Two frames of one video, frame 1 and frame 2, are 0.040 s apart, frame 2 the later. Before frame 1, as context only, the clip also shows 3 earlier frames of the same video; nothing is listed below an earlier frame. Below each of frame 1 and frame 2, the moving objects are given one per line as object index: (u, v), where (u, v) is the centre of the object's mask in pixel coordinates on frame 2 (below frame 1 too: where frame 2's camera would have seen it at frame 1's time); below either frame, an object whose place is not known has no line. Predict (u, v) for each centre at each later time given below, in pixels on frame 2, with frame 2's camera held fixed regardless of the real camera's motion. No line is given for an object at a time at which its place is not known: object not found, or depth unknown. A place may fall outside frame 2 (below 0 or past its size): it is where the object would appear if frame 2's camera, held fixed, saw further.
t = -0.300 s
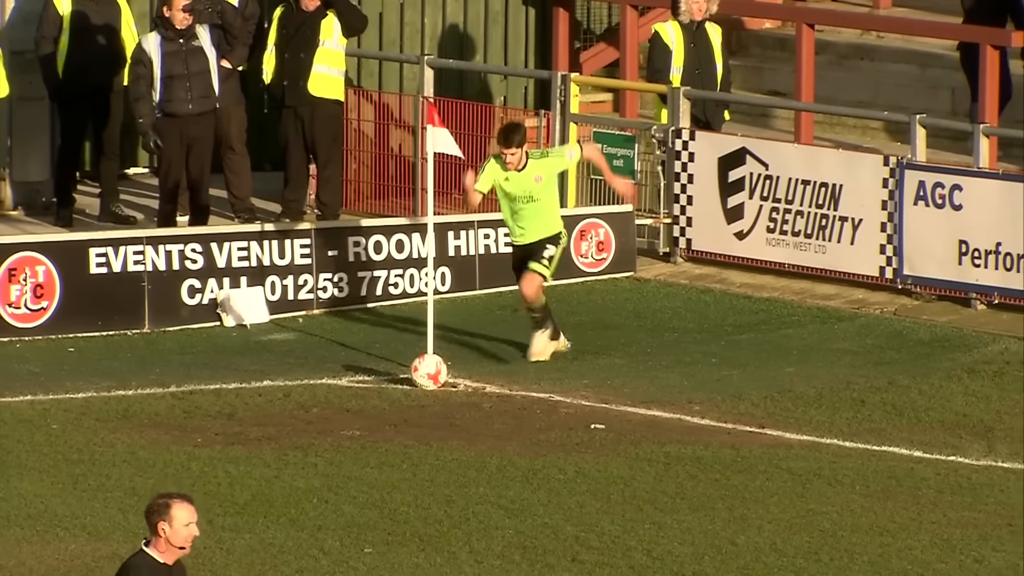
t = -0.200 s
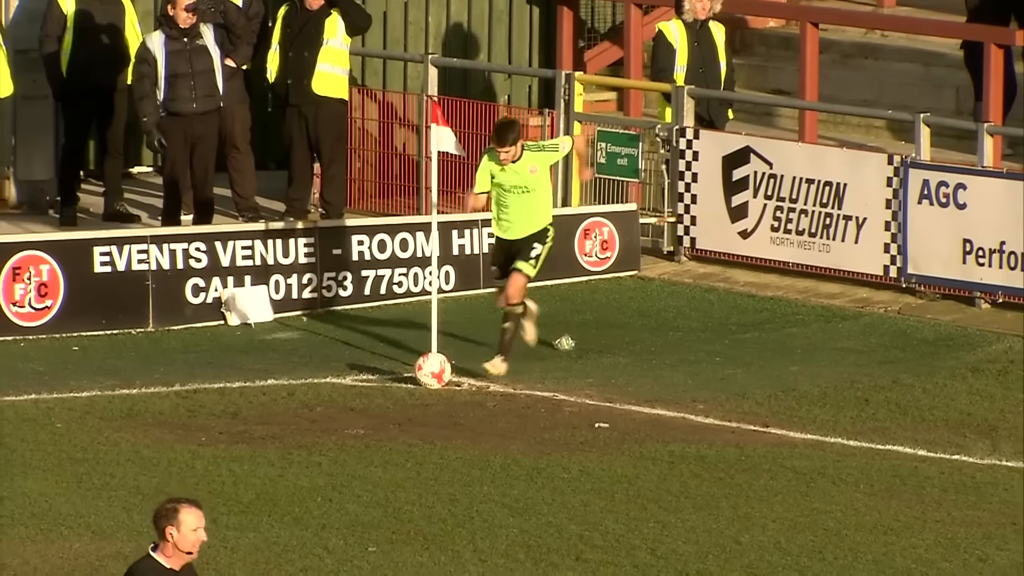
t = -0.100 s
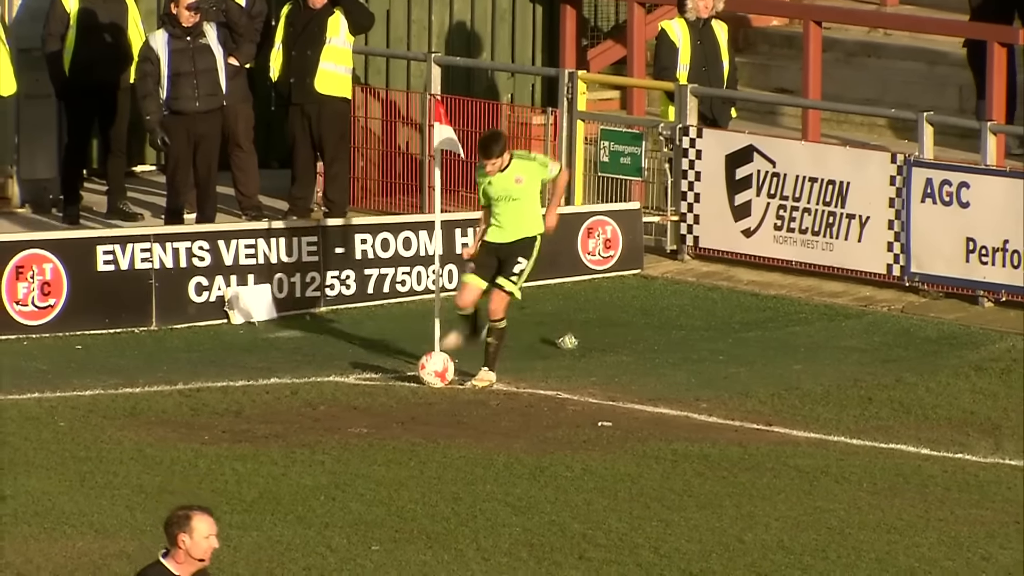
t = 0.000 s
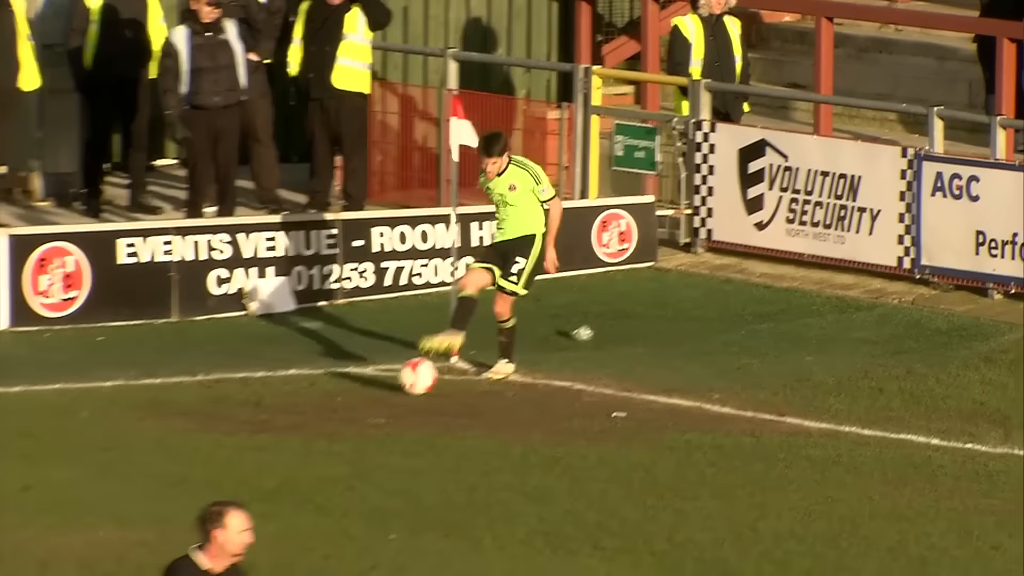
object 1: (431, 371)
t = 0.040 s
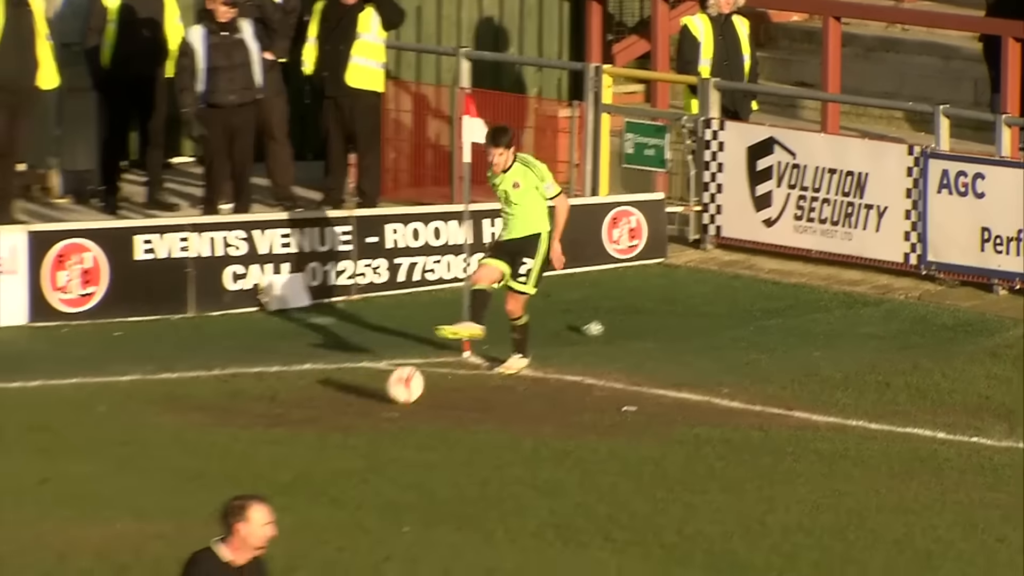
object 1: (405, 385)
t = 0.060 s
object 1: (393, 393)
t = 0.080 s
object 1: (381, 399)
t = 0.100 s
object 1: (369, 404)
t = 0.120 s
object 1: (357, 409)
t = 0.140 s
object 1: (346, 415)
